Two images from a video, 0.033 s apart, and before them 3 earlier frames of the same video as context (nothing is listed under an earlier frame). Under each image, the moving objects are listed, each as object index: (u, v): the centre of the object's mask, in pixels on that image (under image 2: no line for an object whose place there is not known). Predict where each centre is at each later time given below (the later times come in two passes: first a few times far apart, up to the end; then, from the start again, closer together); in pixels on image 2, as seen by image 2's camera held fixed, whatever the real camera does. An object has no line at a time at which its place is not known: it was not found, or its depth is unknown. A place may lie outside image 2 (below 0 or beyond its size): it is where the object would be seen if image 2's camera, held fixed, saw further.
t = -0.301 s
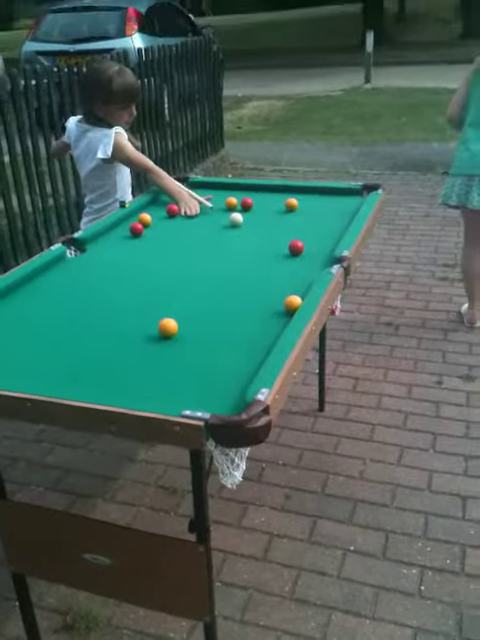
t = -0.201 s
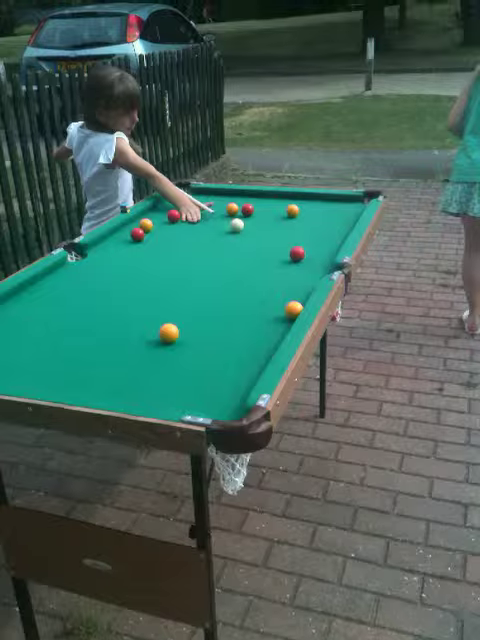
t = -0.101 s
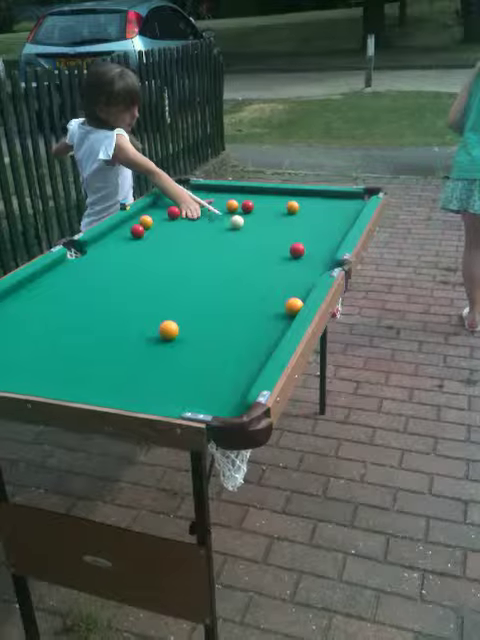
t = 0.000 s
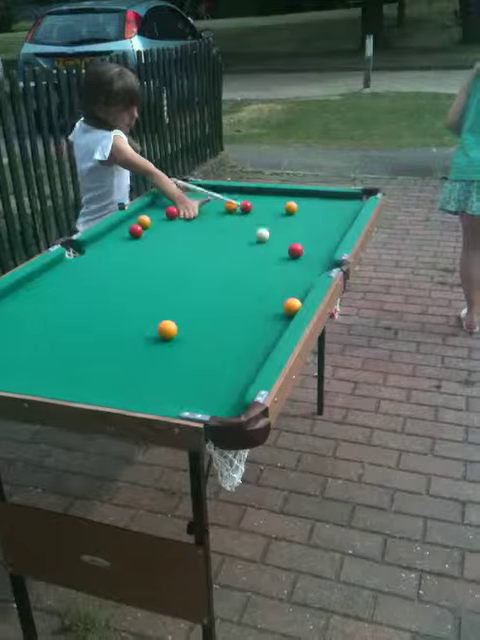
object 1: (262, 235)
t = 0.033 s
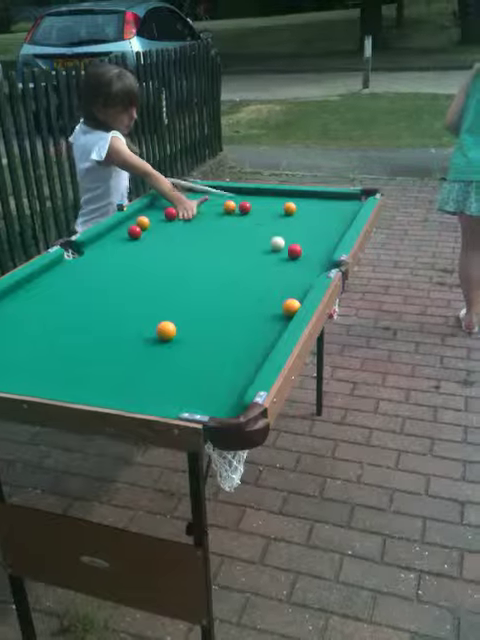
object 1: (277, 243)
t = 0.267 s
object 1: (284, 251)
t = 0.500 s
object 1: (285, 254)
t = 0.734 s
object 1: (286, 255)
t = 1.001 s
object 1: (290, 256)
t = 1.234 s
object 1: (288, 255)
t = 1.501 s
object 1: (290, 253)
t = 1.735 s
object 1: (290, 255)
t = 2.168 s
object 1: (289, 255)
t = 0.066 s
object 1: (284, 247)
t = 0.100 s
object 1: (283, 248)
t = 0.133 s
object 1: (283, 249)
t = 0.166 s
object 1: (284, 249)
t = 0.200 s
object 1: (284, 250)
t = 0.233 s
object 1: (283, 250)
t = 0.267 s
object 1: (284, 251)
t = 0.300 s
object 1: (283, 251)
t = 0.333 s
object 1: (283, 251)
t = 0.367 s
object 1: (284, 252)
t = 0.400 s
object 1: (283, 252)
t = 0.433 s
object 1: (284, 252)
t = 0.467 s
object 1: (285, 253)
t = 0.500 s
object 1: (285, 254)
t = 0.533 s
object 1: (285, 254)
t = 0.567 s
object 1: (287, 253)
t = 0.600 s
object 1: (286, 254)
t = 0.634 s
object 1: (285, 255)
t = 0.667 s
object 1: (284, 255)
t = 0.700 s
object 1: (285, 255)
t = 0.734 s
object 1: (286, 255)
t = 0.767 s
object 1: (287, 255)
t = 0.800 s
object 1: (286, 255)
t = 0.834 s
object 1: (287, 256)
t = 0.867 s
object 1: (288, 256)
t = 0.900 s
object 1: (288, 256)
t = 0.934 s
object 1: (289, 255)
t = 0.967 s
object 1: (289, 256)
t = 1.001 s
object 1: (290, 256)
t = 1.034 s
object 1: (289, 257)
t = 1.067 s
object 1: (288, 257)
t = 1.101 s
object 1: (287, 258)
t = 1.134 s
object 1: (287, 257)
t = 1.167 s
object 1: (288, 256)
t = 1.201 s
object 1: (288, 256)
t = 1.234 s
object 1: (288, 255)
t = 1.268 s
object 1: (287, 255)
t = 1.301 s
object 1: (286, 255)
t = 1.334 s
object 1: (286, 254)
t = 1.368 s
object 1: (288, 254)
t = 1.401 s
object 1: (289, 253)
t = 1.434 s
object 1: (290, 252)
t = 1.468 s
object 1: (290, 252)
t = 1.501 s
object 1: (290, 253)
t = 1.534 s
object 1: (290, 253)
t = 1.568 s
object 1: (291, 254)
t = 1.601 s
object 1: (289, 254)
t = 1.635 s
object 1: (288, 255)
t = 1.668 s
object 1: (289, 254)
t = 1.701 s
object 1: (289, 254)
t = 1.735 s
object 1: (290, 255)
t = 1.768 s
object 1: (289, 255)
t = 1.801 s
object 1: (289, 255)
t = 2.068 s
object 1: (290, 255)
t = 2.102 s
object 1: (289, 256)
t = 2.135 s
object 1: (289, 255)
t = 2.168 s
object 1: (289, 255)
